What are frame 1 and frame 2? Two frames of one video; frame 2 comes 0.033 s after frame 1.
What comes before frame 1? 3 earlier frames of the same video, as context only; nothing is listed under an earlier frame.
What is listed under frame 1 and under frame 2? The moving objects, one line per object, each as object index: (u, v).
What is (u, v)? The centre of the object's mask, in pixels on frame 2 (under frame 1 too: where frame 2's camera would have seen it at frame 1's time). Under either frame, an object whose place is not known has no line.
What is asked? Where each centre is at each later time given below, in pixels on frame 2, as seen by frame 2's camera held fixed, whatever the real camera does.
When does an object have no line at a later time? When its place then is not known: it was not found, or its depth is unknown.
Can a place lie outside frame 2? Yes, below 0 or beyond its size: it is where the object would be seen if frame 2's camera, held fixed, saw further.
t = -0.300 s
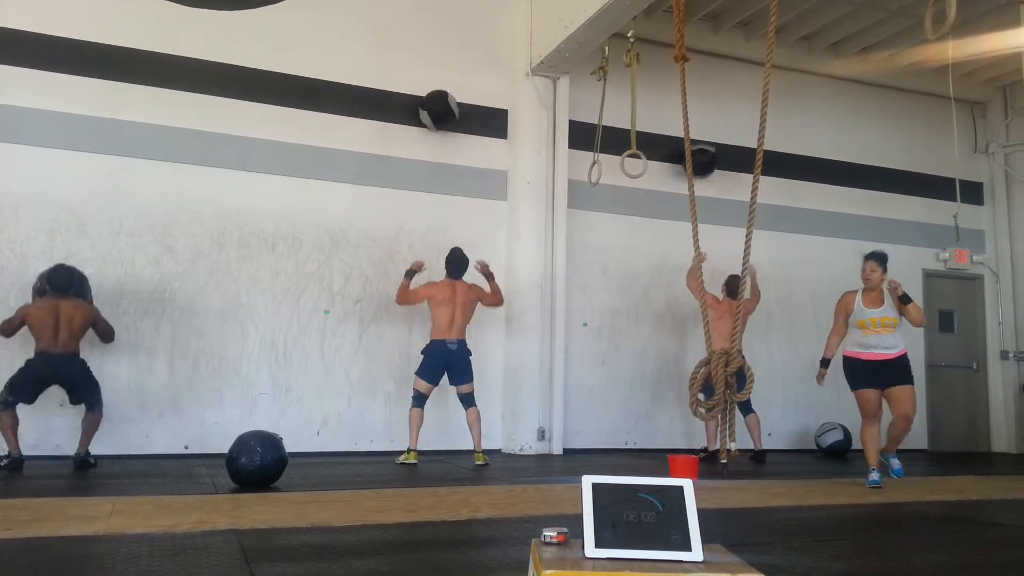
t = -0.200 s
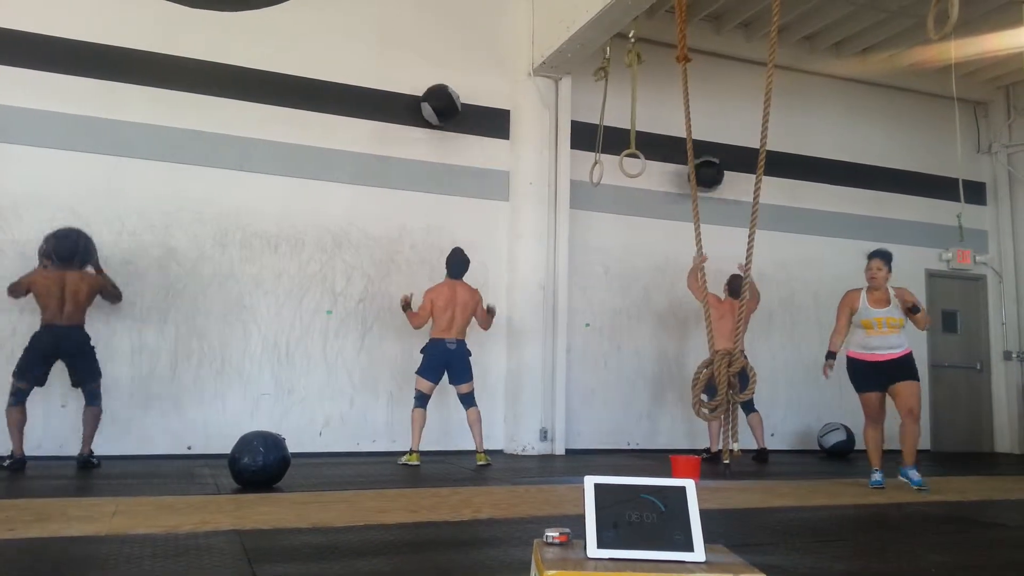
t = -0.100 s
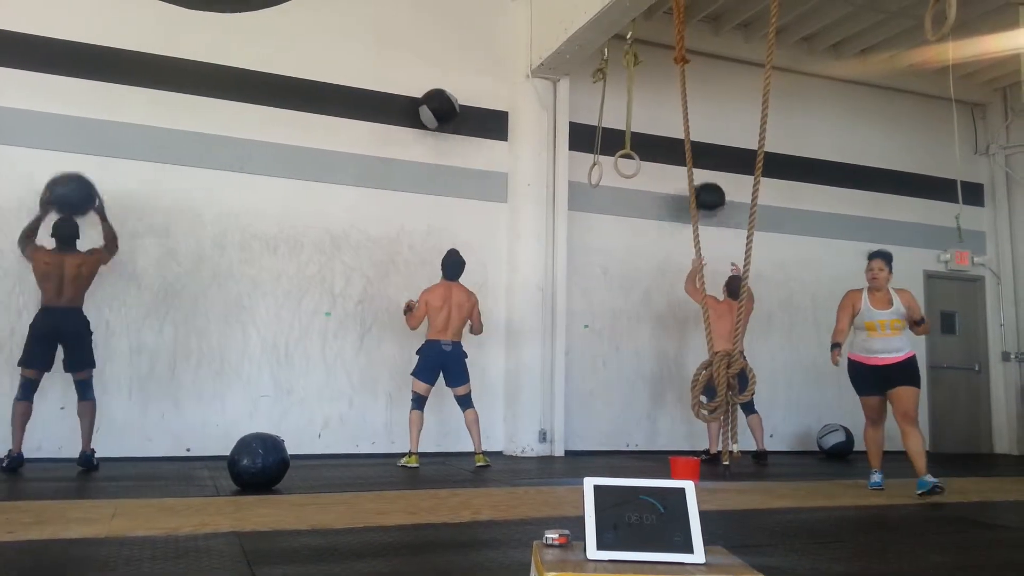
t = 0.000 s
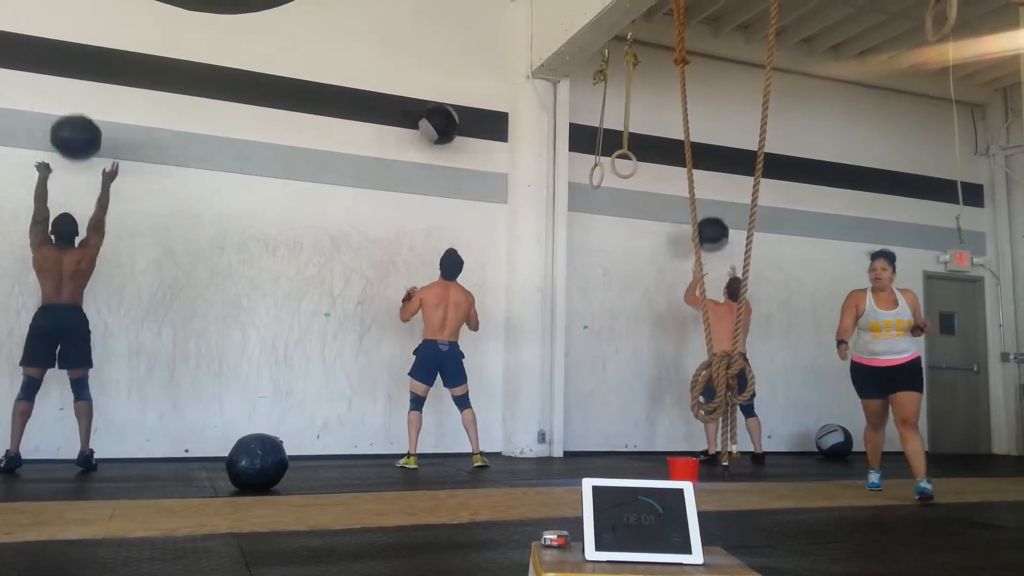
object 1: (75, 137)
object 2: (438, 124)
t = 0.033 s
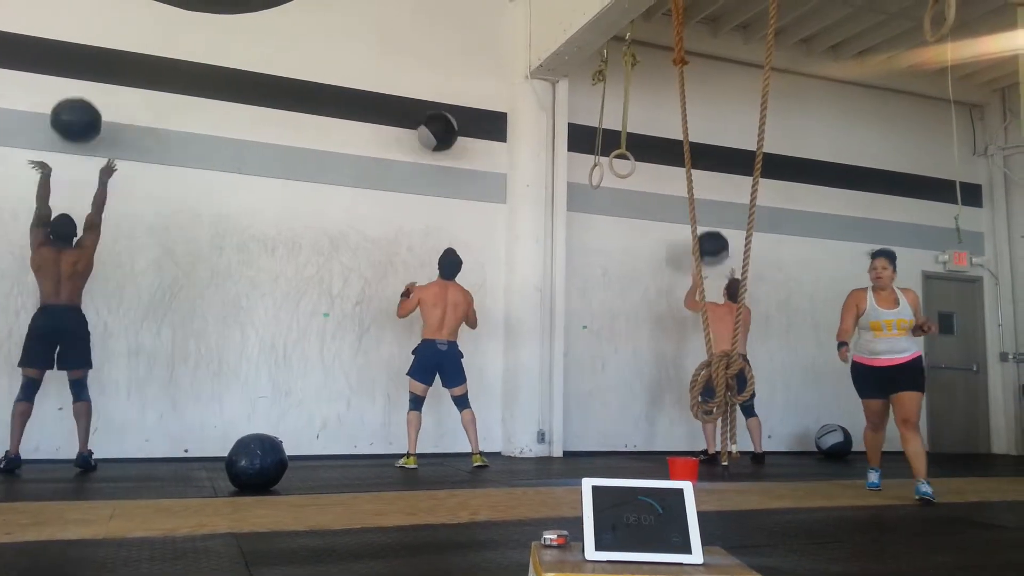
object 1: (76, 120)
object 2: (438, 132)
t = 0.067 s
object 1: (77, 105)
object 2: (437, 140)
